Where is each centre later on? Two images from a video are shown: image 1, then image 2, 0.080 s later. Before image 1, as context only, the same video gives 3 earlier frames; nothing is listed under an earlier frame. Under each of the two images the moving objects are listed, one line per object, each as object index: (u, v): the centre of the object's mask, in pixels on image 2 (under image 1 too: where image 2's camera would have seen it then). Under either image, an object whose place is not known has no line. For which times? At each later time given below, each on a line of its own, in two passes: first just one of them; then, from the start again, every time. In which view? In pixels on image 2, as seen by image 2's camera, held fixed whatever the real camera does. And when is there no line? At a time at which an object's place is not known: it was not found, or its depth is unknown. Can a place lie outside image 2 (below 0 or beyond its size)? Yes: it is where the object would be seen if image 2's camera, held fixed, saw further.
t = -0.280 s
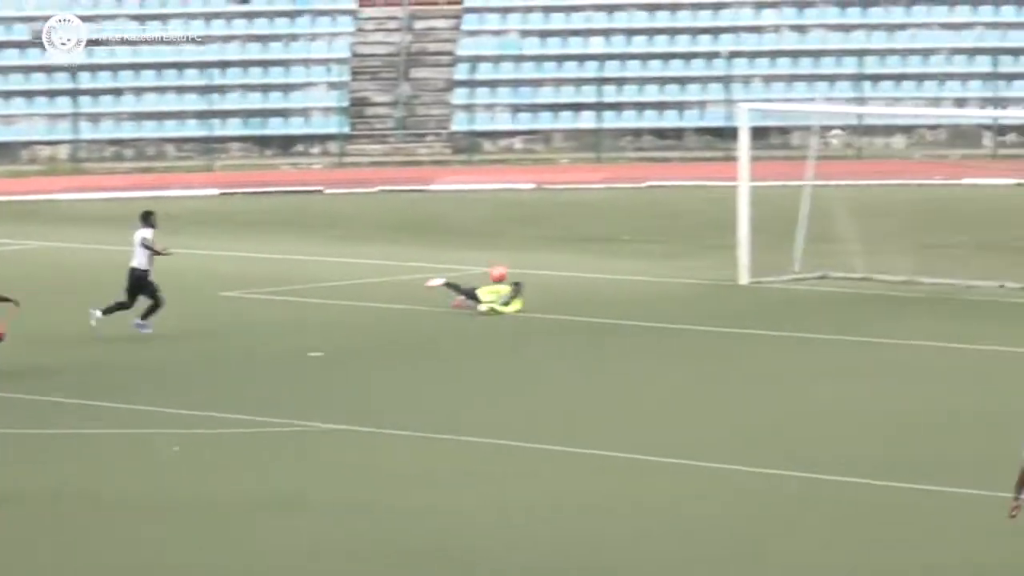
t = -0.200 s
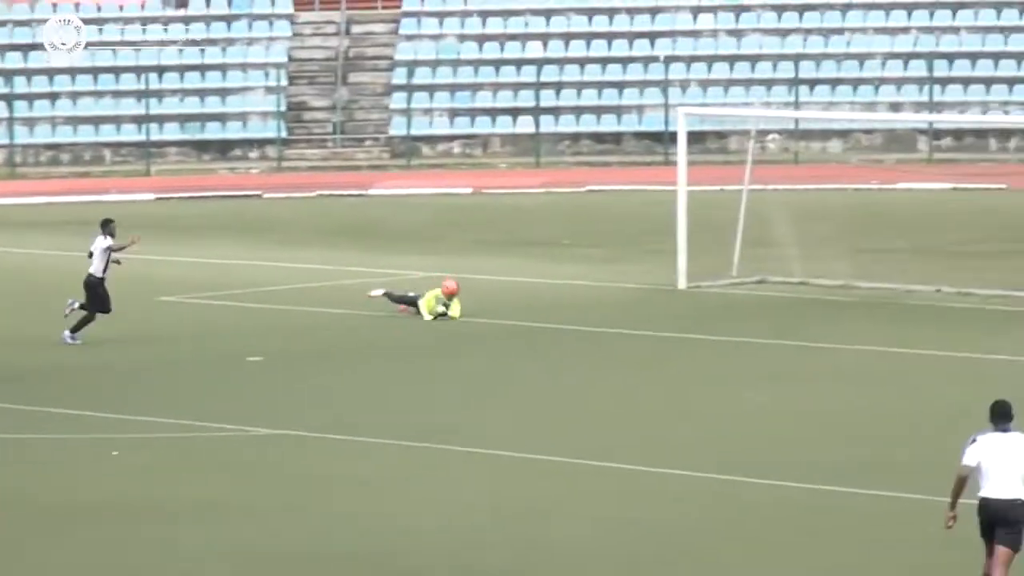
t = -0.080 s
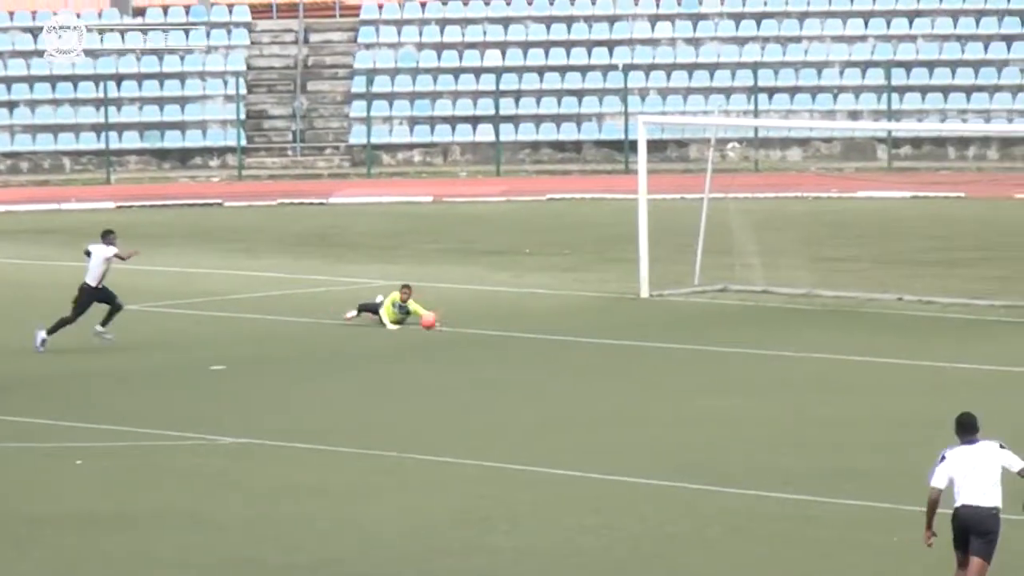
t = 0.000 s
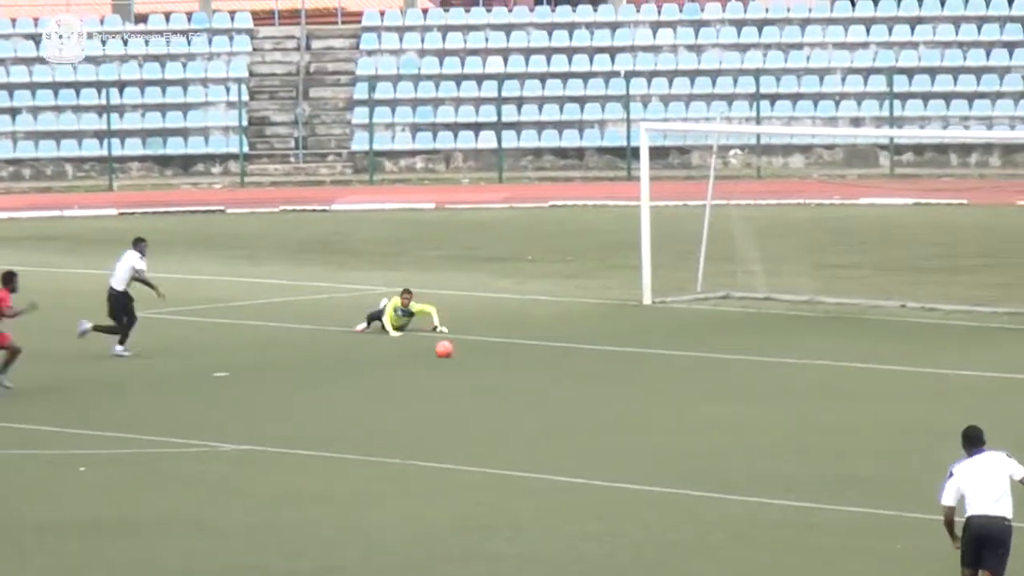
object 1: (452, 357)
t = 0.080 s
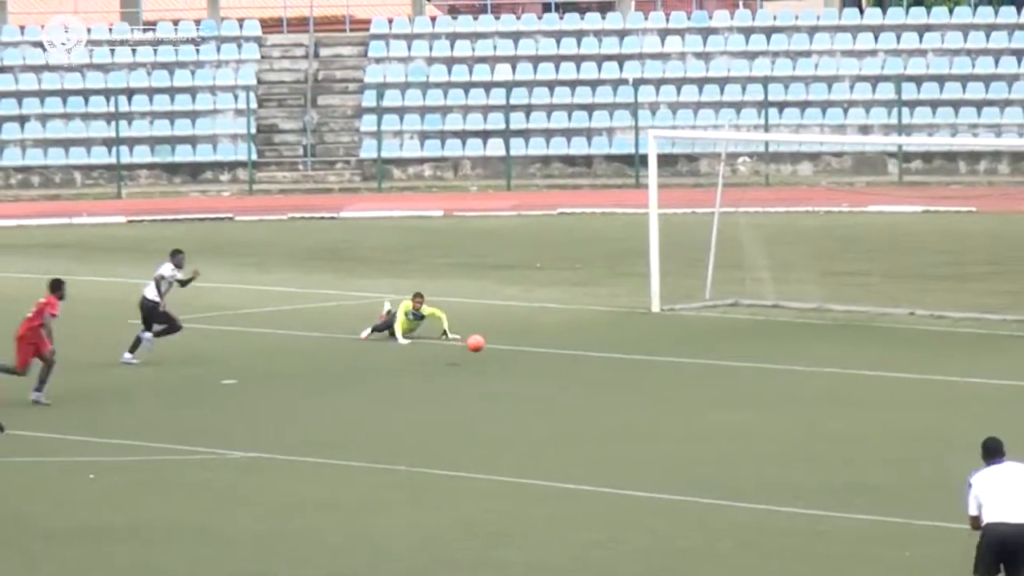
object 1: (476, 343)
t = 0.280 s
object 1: (535, 329)
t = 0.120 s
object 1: (487, 338)
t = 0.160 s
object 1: (499, 334)
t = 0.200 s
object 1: (510, 331)
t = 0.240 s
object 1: (523, 329)
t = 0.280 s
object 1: (535, 329)
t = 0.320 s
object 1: (546, 330)
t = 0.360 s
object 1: (557, 333)
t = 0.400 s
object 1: (570, 336)
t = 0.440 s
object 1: (580, 341)
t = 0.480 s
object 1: (592, 348)
